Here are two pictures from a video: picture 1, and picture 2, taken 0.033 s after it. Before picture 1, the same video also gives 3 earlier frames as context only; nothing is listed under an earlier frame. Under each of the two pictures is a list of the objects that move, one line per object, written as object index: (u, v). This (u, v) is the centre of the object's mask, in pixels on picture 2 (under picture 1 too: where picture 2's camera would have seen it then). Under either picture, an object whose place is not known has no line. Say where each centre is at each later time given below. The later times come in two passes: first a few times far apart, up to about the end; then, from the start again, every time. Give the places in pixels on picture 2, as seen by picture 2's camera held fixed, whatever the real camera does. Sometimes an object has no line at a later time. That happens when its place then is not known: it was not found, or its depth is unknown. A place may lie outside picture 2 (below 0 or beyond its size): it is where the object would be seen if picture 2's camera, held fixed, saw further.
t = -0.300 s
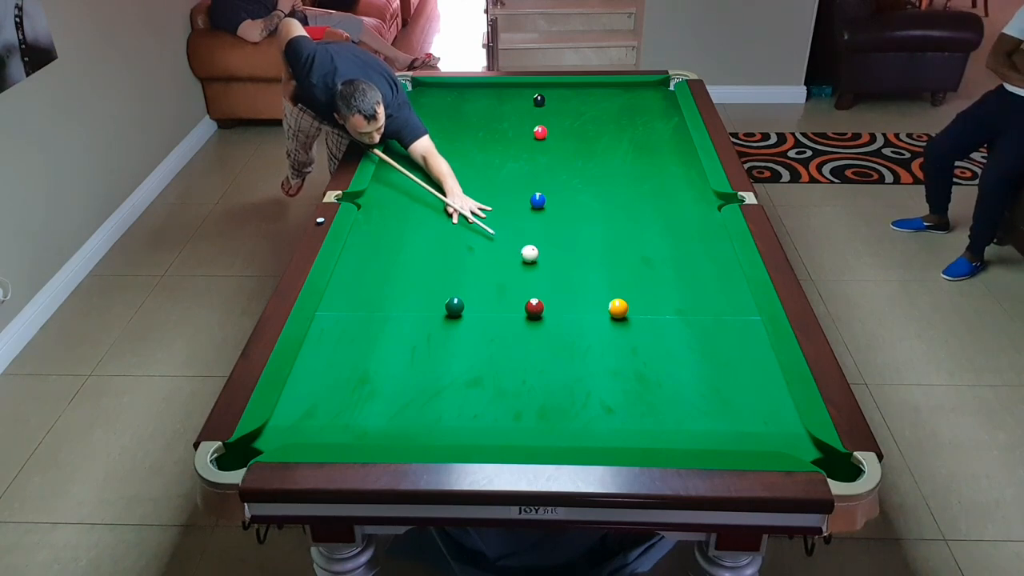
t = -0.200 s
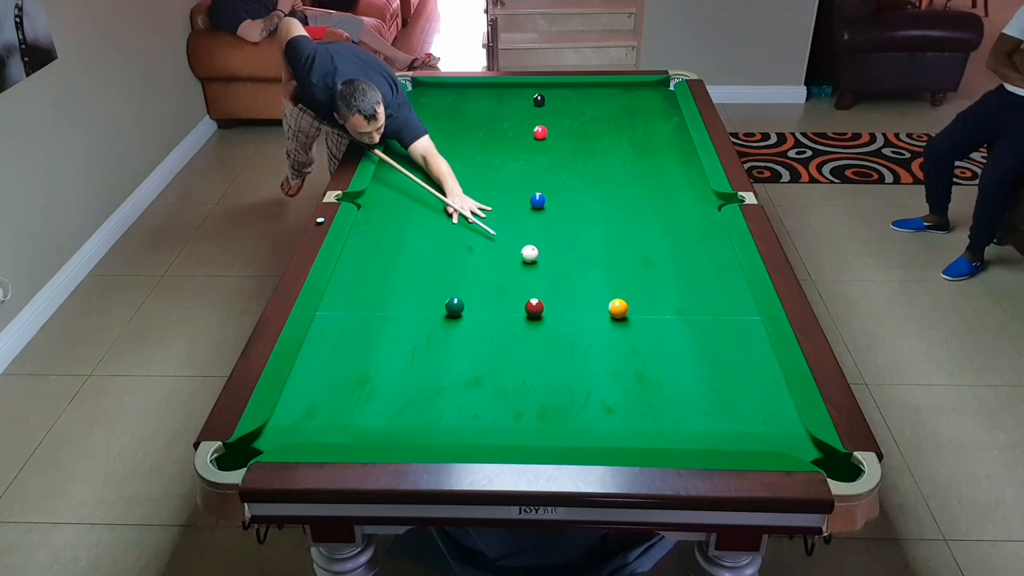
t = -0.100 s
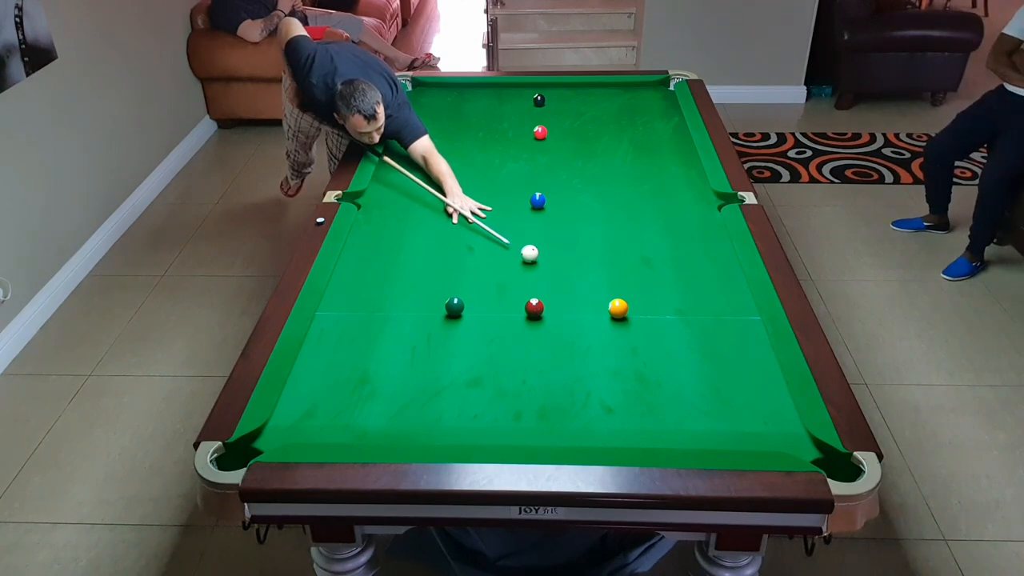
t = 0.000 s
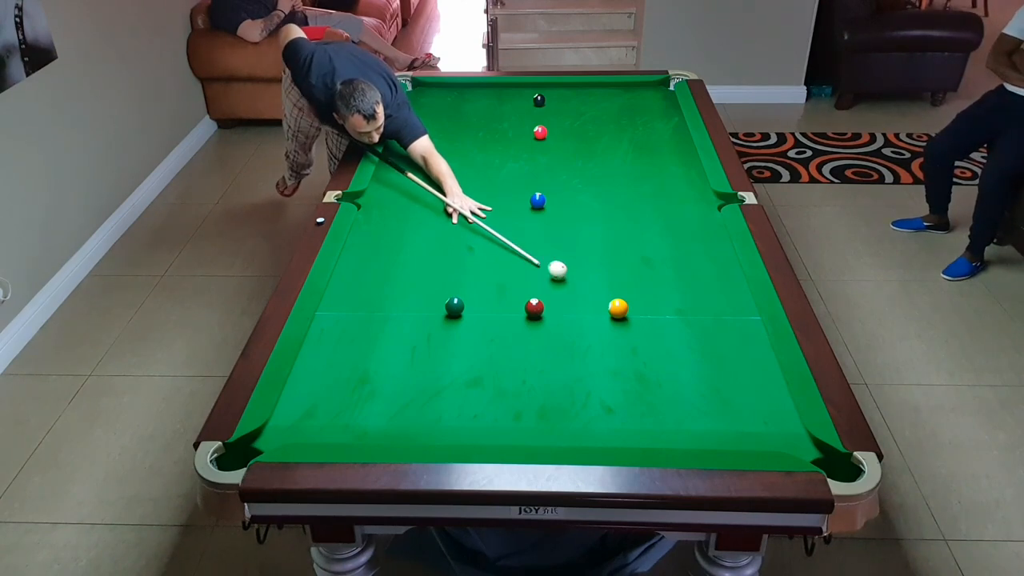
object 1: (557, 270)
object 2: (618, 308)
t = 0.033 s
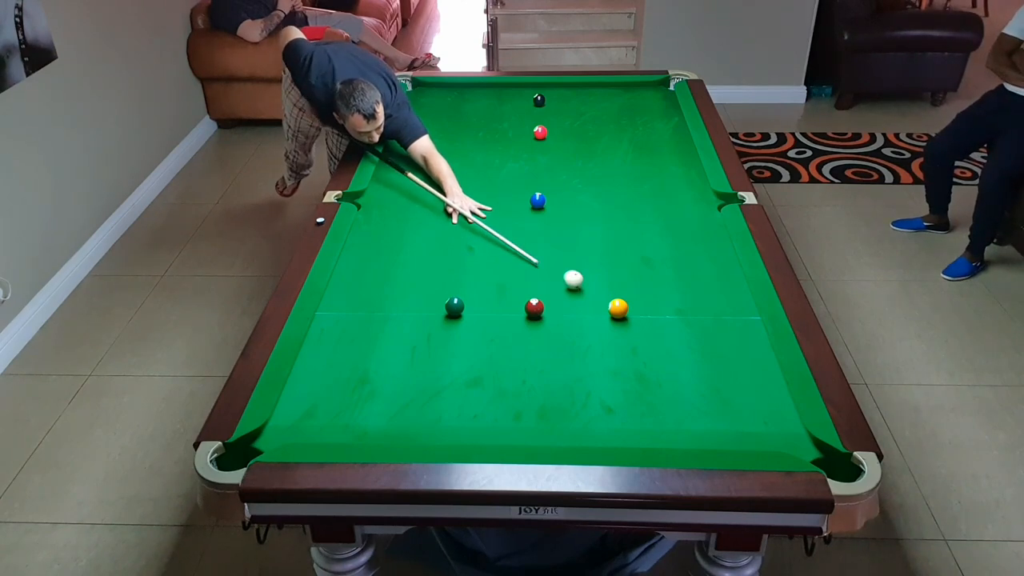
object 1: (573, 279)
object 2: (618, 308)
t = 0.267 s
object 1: (610, 292)
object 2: (683, 361)
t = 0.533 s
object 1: (609, 280)
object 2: (793, 445)
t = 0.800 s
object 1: (607, 270)
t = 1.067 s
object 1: (605, 261)
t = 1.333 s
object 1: (604, 253)
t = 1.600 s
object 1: (602, 246)
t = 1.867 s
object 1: (601, 241)
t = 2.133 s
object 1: (599, 236)
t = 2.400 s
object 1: (598, 233)
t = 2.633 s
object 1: (597, 231)
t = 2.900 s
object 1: (597, 229)
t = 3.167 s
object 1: (596, 228)
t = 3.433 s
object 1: (597, 228)
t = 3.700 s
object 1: (597, 228)
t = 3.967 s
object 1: (597, 228)
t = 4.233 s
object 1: (597, 228)
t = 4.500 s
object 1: (597, 228)
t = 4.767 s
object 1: (597, 228)
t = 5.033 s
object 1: (597, 228)
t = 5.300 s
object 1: (597, 228)
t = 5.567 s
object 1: (597, 228)
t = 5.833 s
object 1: (597, 228)
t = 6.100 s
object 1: (597, 228)
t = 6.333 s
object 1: (597, 228)
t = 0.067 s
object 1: (589, 289)
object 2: (618, 309)
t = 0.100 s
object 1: (604, 298)
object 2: (618, 308)
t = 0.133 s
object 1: (608, 298)
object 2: (631, 318)
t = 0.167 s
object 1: (609, 297)
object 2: (644, 329)
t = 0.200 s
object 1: (610, 295)
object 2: (657, 340)
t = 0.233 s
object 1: (610, 294)
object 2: (671, 350)
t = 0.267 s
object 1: (610, 292)
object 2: (683, 361)
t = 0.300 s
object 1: (609, 290)
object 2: (697, 371)
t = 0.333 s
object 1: (609, 289)
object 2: (709, 380)
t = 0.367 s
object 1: (609, 287)
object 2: (722, 391)
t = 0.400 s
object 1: (609, 286)
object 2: (735, 402)
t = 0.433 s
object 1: (609, 284)
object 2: (749, 412)
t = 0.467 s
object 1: (609, 283)
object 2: (763, 424)
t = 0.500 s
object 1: (609, 282)
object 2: (778, 435)
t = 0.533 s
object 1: (609, 280)
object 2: (793, 445)
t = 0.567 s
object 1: (608, 279)
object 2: (810, 454)
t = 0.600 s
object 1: (608, 277)
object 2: (827, 463)
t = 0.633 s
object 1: (608, 276)
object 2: (841, 471)
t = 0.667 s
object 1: (608, 275)
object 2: (853, 478)
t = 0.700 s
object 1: (608, 273)
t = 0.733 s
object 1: (608, 272)
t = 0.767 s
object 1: (607, 271)
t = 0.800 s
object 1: (607, 270)
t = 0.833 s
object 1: (607, 268)
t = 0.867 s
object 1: (607, 267)
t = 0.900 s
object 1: (607, 266)
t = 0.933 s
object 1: (606, 265)
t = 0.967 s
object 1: (606, 264)
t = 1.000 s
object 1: (606, 263)
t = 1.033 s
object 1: (606, 262)
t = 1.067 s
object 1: (605, 261)
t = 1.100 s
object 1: (605, 260)
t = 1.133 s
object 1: (605, 259)
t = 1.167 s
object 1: (605, 258)
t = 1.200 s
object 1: (605, 257)
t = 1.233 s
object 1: (605, 256)
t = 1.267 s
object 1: (604, 255)
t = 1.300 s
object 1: (604, 254)
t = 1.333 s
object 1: (604, 253)
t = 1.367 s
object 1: (604, 252)
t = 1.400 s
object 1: (604, 251)
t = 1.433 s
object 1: (603, 250)
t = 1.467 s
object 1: (603, 249)
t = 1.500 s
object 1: (603, 249)
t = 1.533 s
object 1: (603, 248)
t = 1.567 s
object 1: (603, 247)
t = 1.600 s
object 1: (602, 246)
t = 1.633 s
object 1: (602, 246)
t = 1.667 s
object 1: (602, 245)
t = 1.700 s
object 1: (602, 244)
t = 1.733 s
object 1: (601, 243)
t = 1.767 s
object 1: (601, 243)
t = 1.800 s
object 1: (601, 242)
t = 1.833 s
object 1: (601, 241)
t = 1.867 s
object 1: (601, 241)
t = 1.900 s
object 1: (601, 240)
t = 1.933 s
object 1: (601, 240)
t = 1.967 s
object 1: (600, 239)
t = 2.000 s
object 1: (600, 238)
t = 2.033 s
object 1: (600, 238)
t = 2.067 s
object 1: (600, 237)
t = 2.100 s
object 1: (600, 237)
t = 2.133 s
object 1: (599, 236)
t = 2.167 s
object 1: (599, 236)
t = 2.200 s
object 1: (599, 235)
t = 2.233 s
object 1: (599, 235)
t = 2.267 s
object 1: (599, 235)
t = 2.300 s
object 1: (599, 234)
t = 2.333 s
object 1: (598, 234)
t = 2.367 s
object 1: (598, 233)
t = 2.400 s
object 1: (598, 233)
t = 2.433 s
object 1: (598, 232)
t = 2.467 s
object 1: (598, 232)
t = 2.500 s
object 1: (598, 232)
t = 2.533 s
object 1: (598, 231)
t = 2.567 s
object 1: (598, 231)
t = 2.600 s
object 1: (598, 231)
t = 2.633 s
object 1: (597, 231)
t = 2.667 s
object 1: (597, 230)
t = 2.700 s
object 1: (597, 230)
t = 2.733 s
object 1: (597, 230)
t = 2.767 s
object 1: (597, 229)
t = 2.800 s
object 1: (597, 229)
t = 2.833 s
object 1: (597, 229)
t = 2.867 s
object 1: (597, 229)
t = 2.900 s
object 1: (597, 229)
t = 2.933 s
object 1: (597, 228)
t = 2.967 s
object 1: (597, 228)
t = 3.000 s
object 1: (596, 228)
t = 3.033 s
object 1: (596, 228)
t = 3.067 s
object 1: (596, 228)
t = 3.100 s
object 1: (597, 228)
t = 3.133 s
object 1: (597, 228)
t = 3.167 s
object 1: (596, 228)
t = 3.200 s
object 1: (597, 228)
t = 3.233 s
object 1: (597, 228)
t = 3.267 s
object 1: (597, 228)
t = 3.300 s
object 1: (597, 228)
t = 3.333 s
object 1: (597, 228)
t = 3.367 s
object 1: (597, 228)
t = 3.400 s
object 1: (597, 228)
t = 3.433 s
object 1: (597, 228)
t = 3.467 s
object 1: (597, 228)
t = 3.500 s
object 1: (597, 228)
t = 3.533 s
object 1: (597, 228)
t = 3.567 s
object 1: (597, 228)
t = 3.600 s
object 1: (597, 228)
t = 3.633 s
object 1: (597, 228)
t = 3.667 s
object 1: (597, 228)
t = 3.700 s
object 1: (597, 228)
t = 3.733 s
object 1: (597, 228)
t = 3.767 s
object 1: (597, 228)
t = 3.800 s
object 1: (597, 228)
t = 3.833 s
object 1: (597, 228)
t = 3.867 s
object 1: (597, 228)
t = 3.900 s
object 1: (597, 228)
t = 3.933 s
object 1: (597, 228)
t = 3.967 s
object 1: (597, 228)
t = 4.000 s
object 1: (597, 228)
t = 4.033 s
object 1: (597, 228)
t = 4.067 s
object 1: (597, 228)
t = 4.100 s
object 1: (597, 228)
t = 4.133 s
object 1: (597, 228)
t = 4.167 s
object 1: (597, 228)
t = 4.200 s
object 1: (597, 228)
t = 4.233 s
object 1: (597, 228)
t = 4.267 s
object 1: (597, 228)
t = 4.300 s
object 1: (597, 228)
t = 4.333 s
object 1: (597, 228)
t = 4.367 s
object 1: (597, 228)
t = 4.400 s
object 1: (597, 228)
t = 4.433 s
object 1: (597, 228)
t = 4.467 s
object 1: (597, 228)
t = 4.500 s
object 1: (597, 228)
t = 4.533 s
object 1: (597, 228)
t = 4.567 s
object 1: (597, 228)
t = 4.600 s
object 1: (597, 228)
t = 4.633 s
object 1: (597, 228)
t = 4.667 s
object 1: (597, 228)
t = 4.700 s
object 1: (597, 228)
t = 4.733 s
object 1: (597, 228)
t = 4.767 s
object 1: (597, 228)
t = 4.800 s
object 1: (597, 228)
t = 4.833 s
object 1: (597, 228)
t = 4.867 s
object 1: (597, 228)
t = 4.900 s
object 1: (597, 228)
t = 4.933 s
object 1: (597, 228)
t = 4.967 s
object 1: (597, 228)
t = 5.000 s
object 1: (597, 228)
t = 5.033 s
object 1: (597, 228)
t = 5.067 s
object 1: (597, 228)
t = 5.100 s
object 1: (597, 228)
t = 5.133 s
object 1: (597, 228)
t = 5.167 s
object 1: (597, 228)
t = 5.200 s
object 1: (597, 228)
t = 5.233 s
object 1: (597, 228)
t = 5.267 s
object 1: (597, 228)
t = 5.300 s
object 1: (597, 228)
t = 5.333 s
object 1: (597, 228)
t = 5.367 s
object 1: (597, 228)
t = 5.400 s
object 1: (597, 228)
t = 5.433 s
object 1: (597, 228)
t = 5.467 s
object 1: (597, 228)
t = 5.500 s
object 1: (597, 228)
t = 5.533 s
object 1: (597, 228)
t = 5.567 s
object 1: (597, 228)
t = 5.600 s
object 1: (597, 228)
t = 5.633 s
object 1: (597, 228)
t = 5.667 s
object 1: (597, 228)
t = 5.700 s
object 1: (597, 228)
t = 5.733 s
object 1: (597, 228)
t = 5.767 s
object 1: (597, 228)
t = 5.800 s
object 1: (597, 228)
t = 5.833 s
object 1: (597, 228)
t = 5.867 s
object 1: (597, 228)
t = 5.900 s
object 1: (597, 228)
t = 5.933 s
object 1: (597, 228)
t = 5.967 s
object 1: (597, 228)
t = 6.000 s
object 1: (597, 228)
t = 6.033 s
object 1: (597, 228)
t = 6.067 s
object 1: (597, 228)
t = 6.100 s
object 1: (597, 228)
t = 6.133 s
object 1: (597, 228)
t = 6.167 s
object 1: (597, 228)
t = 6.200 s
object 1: (597, 228)
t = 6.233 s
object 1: (597, 228)
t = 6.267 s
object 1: (597, 228)
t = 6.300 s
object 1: (597, 228)
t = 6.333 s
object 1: (597, 228)
